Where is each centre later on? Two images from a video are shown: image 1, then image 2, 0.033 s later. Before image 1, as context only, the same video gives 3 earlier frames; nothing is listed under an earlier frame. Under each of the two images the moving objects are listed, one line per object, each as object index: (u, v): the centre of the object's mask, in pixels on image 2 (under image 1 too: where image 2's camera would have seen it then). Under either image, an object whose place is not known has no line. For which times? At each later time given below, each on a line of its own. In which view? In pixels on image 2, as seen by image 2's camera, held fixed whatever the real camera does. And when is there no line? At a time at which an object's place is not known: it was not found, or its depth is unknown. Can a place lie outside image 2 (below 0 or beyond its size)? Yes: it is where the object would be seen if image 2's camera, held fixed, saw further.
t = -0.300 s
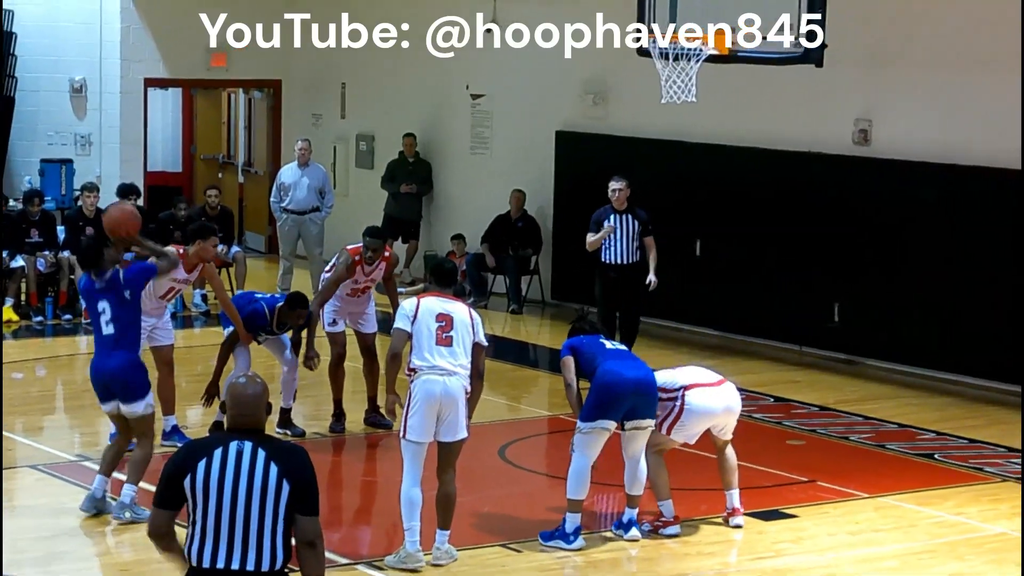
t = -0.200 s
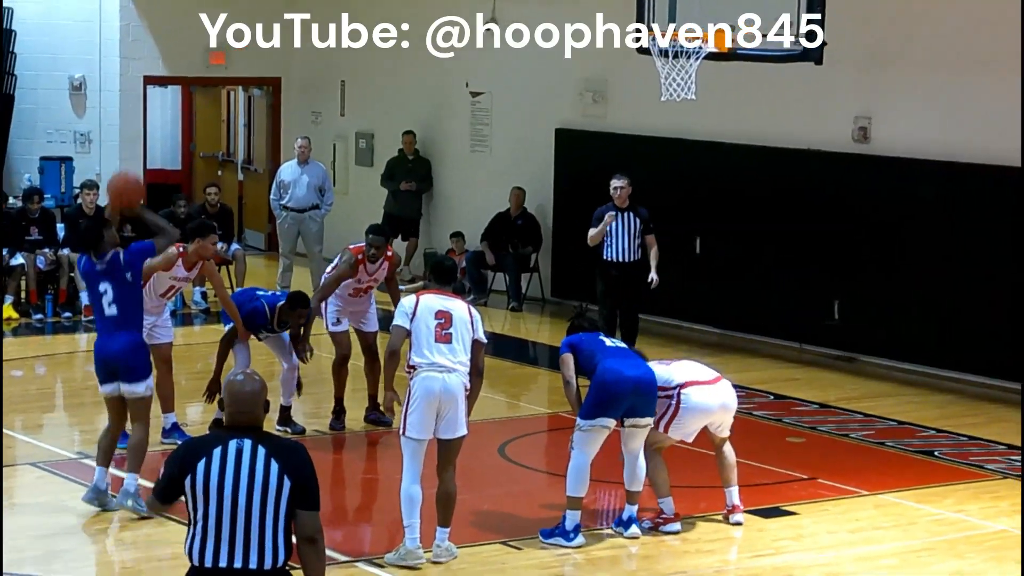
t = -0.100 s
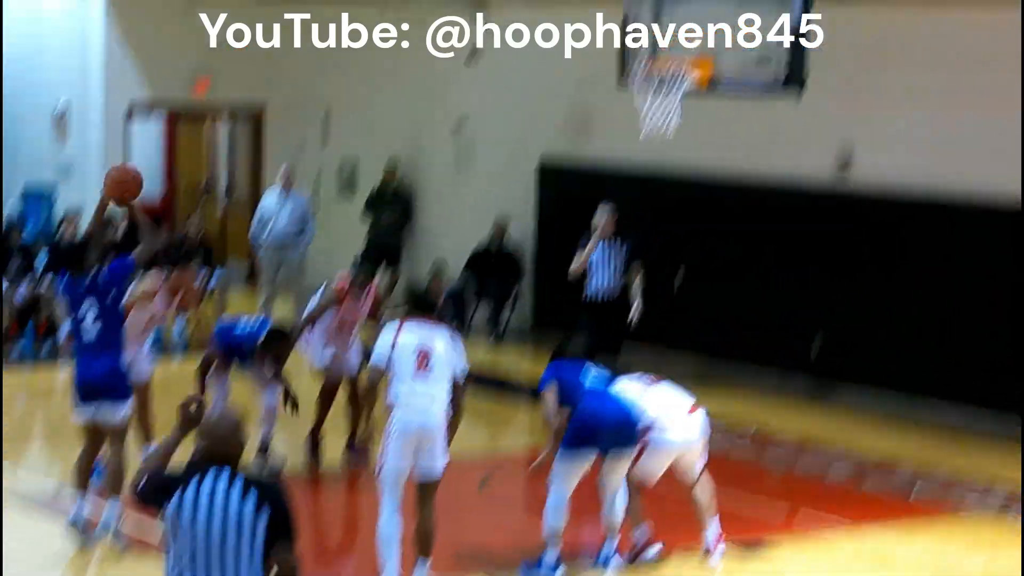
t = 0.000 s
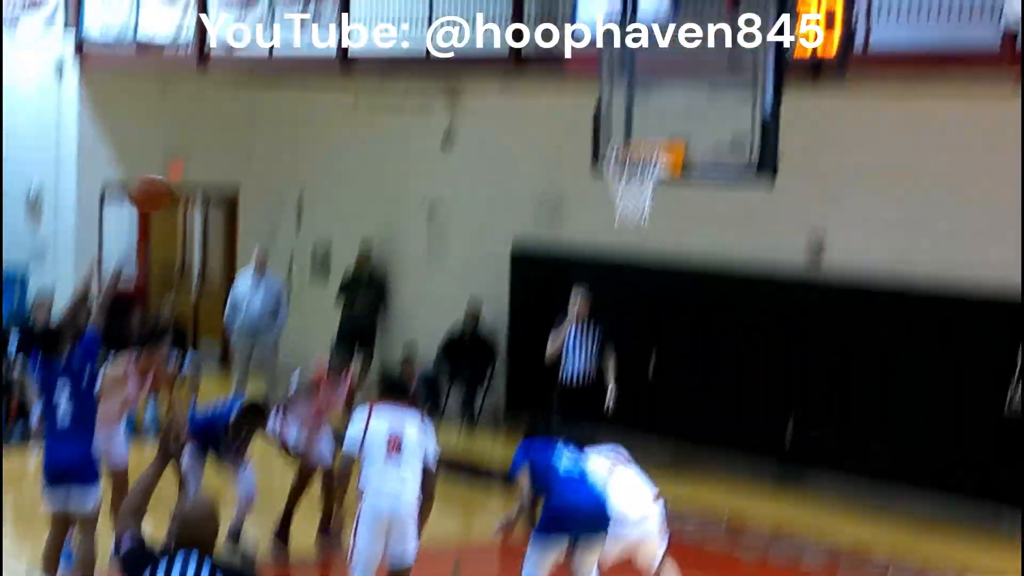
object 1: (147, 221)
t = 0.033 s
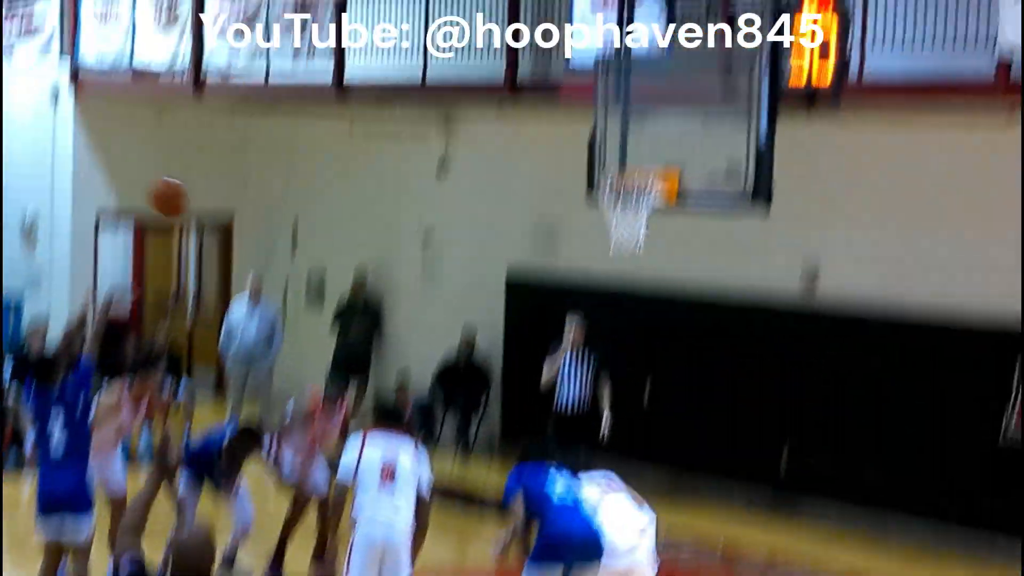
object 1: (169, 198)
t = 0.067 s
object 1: (189, 176)
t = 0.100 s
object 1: (211, 157)
